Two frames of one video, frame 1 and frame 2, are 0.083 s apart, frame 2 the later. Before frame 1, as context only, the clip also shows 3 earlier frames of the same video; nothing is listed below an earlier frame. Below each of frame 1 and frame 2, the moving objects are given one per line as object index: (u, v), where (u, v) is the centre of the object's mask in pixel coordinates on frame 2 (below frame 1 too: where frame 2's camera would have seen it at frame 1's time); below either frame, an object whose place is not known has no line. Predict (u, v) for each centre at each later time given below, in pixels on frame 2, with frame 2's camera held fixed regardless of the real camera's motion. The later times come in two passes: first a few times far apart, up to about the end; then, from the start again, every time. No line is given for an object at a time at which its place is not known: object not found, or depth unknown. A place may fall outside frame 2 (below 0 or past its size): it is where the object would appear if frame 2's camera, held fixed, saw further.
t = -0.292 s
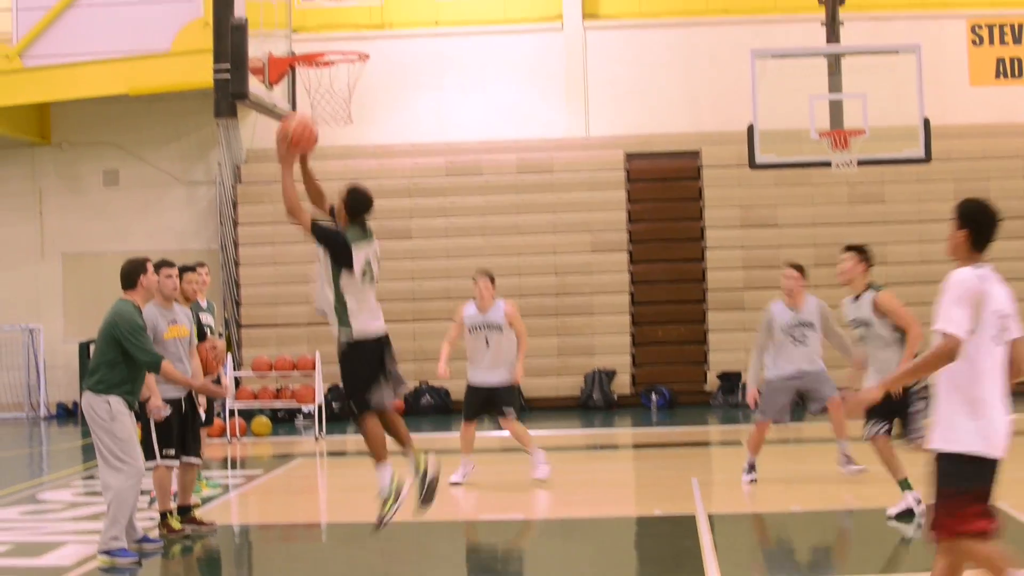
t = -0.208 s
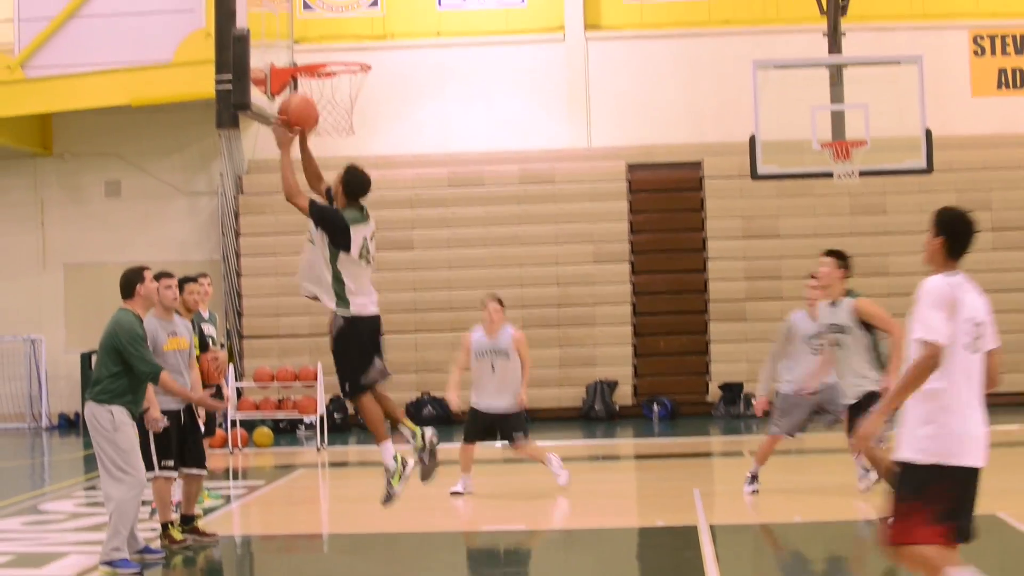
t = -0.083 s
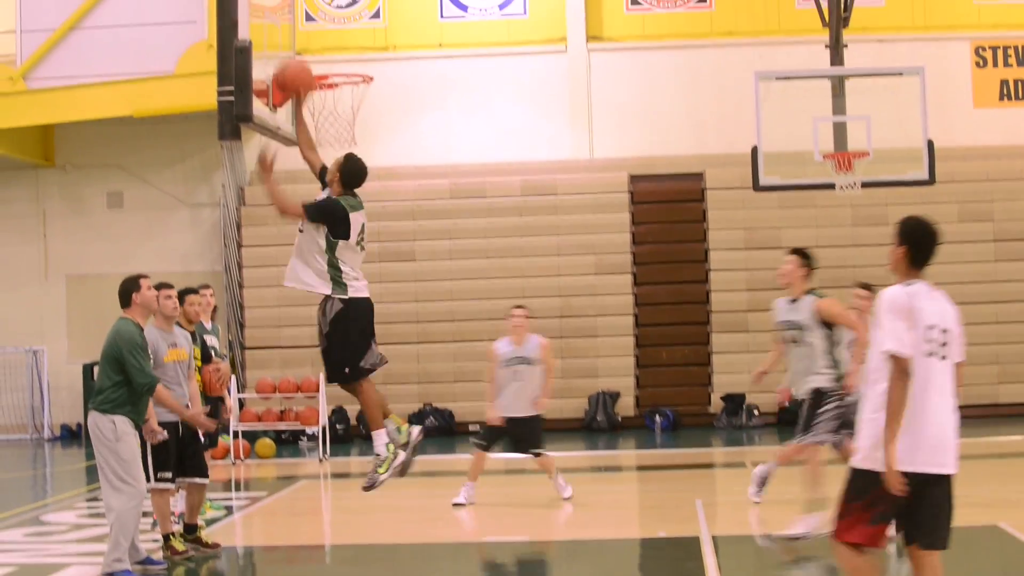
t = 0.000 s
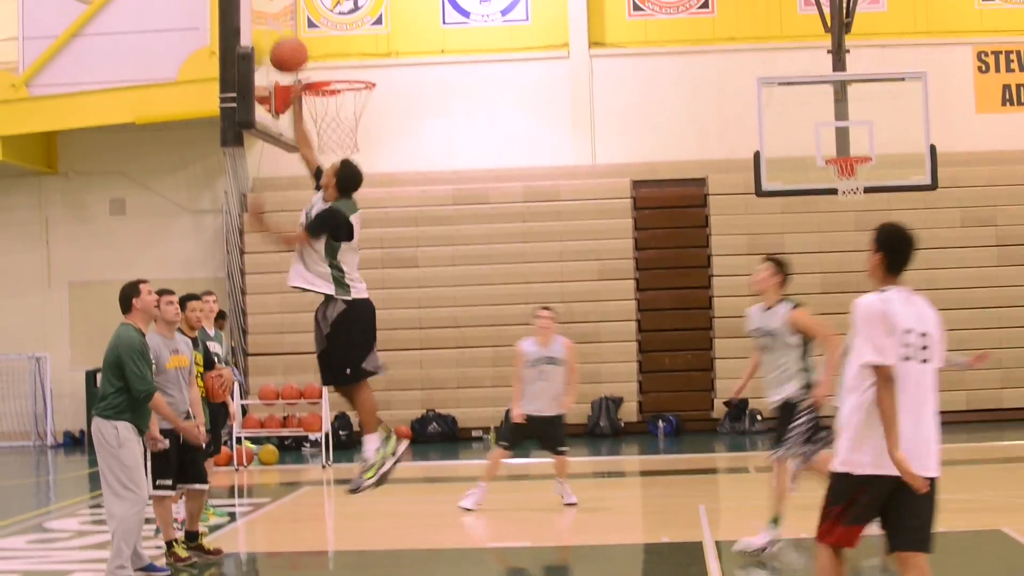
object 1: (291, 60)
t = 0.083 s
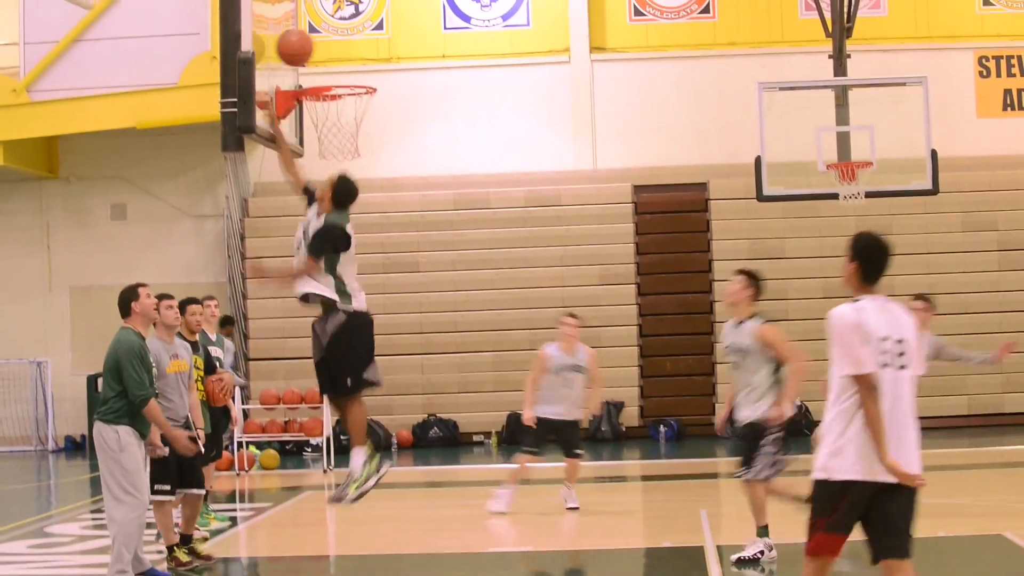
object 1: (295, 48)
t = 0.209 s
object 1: (311, 51)
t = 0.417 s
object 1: (347, 89)
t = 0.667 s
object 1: (323, 128)
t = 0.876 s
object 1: (322, 141)
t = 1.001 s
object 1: (336, 162)
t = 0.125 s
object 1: (300, 46)
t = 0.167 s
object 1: (305, 47)
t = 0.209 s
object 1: (311, 51)
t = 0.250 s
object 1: (317, 58)
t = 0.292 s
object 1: (323, 67)
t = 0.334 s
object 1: (329, 75)
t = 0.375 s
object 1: (338, 84)
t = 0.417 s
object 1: (347, 89)
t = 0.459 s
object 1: (355, 95)
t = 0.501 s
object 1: (352, 102)
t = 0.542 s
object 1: (345, 109)
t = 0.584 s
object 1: (337, 118)
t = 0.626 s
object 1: (330, 124)
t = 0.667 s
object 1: (323, 128)
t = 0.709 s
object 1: (318, 130)
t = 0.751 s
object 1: (316, 131)
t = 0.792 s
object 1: (317, 133)
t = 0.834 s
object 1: (319, 136)
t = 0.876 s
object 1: (322, 141)
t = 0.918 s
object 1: (326, 146)
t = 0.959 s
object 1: (330, 151)
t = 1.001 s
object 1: (336, 162)
